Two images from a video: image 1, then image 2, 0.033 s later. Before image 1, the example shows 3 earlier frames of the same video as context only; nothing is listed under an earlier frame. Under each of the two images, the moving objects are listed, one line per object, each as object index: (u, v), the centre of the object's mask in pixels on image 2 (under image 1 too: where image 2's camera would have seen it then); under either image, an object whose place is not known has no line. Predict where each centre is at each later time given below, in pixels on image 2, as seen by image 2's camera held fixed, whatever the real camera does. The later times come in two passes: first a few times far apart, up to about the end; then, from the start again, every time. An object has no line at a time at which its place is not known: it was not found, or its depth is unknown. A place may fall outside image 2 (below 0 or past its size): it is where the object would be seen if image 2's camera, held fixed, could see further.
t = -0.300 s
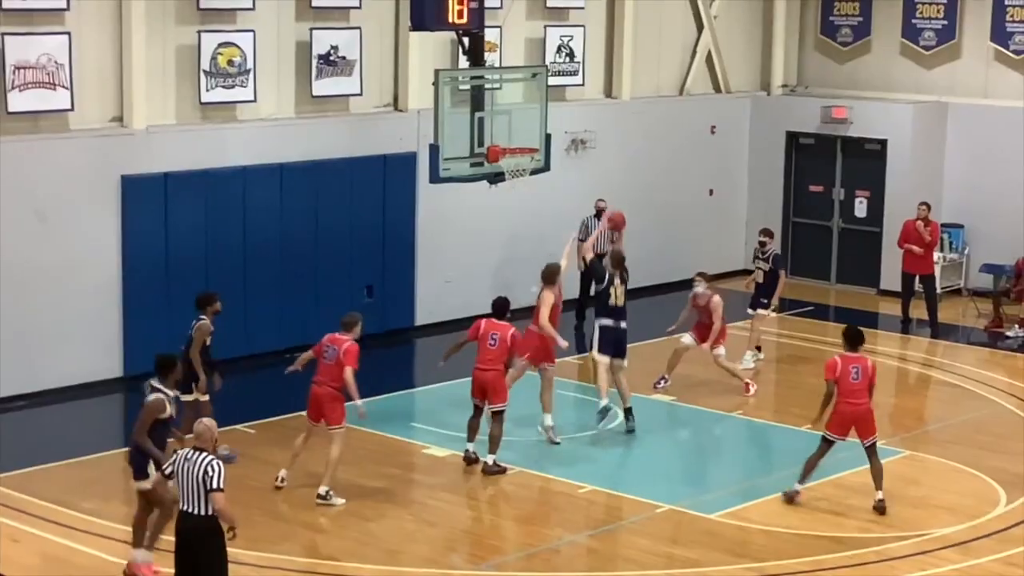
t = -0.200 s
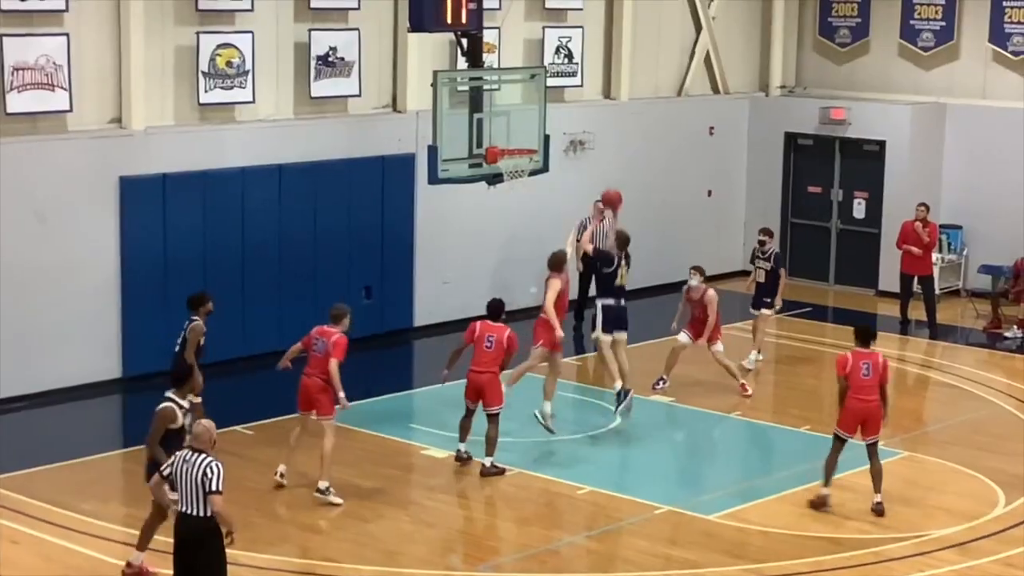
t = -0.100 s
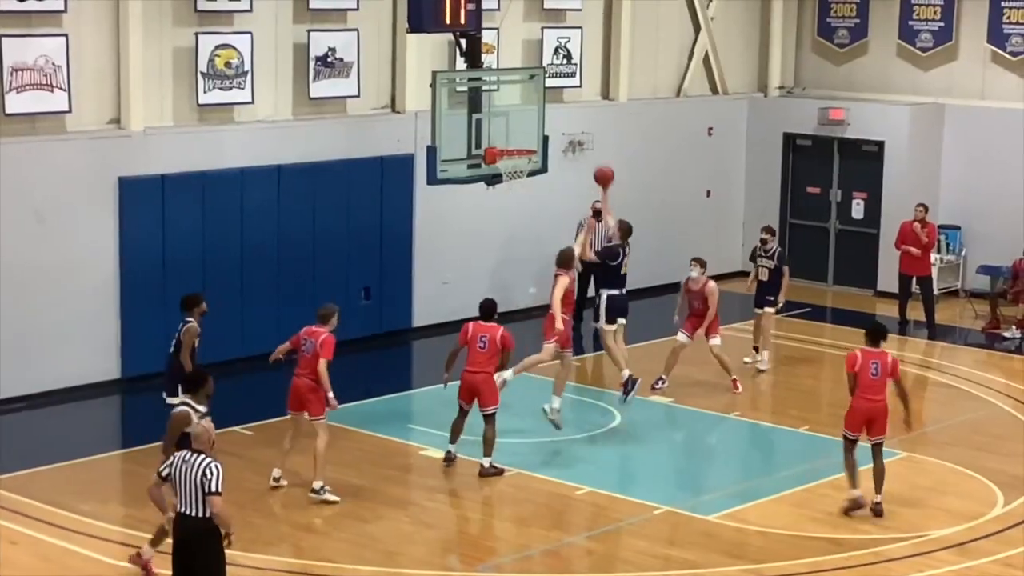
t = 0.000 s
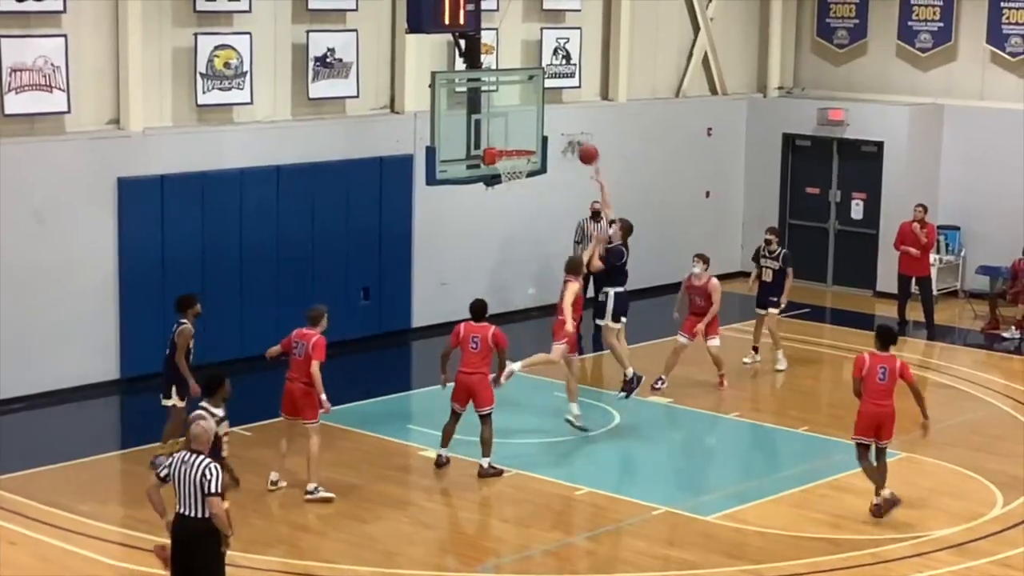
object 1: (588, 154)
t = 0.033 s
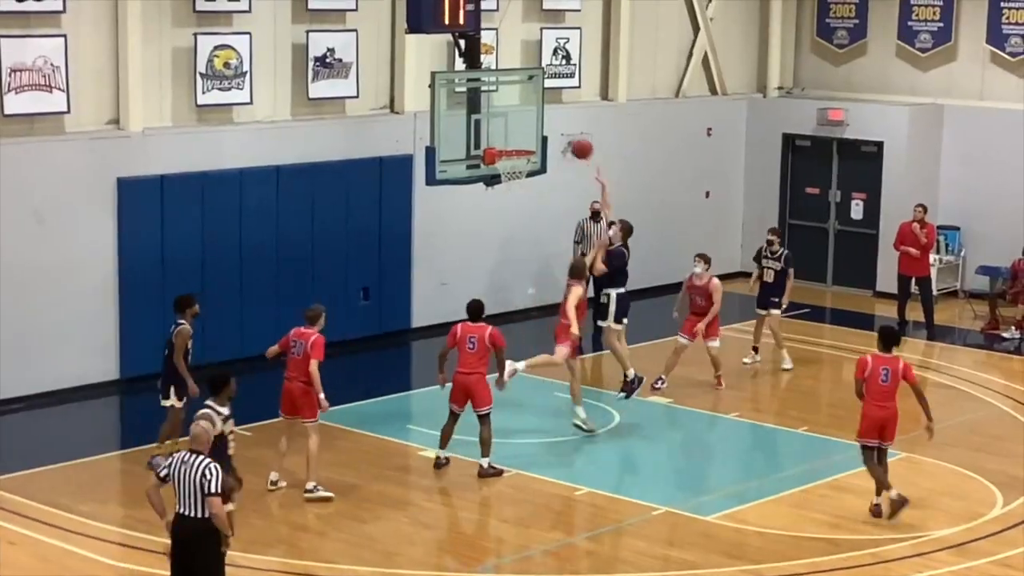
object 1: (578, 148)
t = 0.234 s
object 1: (546, 136)
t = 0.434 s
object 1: (510, 158)
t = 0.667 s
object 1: (496, 184)
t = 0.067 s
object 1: (575, 144)
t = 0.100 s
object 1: (570, 142)
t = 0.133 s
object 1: (564, 138)
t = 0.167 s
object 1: (558, 136)
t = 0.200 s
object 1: (552, 136)
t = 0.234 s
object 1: (546, 136)
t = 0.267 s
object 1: (540, 138)
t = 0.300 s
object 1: (535, 140)
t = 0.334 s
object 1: (528, 142)
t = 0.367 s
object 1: (522, 147)
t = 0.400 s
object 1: (516, 151)
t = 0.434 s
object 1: (510, 158)
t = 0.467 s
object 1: (507, 163)
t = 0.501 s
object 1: (500, 168)
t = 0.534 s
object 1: (498, 168)
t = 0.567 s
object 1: (498, 172)
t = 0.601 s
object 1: (498, 179)
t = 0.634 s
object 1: (496, 181)
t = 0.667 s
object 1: (496, 184)
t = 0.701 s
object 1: (495, 190)
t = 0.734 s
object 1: (495, 197)
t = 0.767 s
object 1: (494, 204)
